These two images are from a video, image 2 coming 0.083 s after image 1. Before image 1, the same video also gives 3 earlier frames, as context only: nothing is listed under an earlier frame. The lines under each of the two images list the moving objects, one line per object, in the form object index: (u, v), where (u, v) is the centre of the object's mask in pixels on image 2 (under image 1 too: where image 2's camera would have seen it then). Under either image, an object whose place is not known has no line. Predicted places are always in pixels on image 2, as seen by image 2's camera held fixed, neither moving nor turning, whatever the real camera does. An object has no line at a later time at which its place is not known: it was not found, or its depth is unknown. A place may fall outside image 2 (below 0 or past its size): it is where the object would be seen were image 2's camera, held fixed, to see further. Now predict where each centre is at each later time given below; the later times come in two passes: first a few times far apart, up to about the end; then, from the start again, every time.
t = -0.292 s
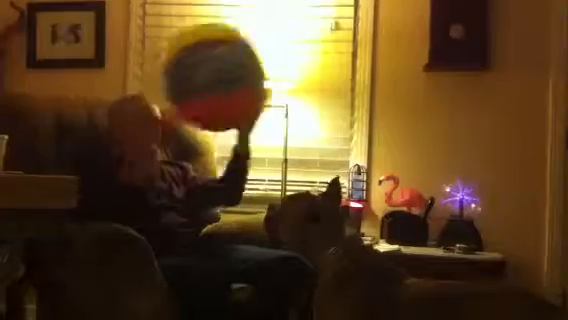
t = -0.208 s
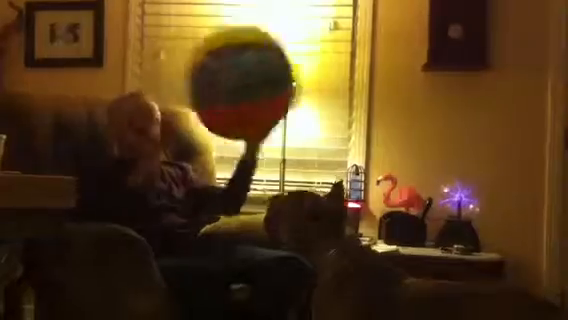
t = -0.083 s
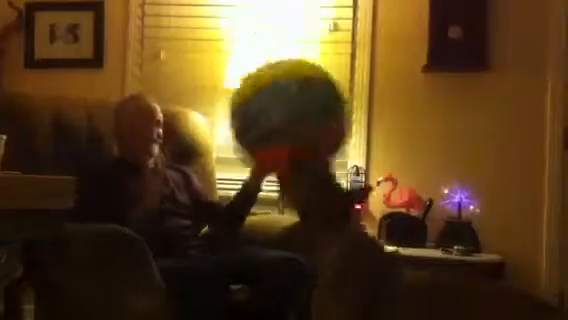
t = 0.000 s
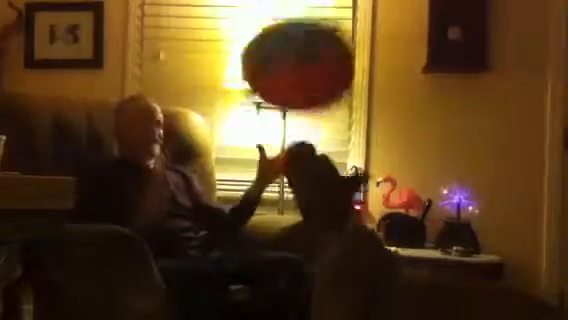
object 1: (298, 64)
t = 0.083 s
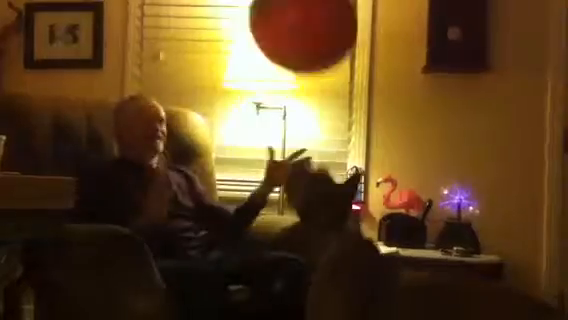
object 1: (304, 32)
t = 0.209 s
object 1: (308, 17)
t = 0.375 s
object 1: (311, 18)
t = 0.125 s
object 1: (306, 25)
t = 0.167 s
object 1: (307, 20)
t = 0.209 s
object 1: (308, 17)
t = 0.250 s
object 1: (310, 15)
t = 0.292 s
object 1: (310, 15)
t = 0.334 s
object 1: (310, 16)
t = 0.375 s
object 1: (311, 18)
